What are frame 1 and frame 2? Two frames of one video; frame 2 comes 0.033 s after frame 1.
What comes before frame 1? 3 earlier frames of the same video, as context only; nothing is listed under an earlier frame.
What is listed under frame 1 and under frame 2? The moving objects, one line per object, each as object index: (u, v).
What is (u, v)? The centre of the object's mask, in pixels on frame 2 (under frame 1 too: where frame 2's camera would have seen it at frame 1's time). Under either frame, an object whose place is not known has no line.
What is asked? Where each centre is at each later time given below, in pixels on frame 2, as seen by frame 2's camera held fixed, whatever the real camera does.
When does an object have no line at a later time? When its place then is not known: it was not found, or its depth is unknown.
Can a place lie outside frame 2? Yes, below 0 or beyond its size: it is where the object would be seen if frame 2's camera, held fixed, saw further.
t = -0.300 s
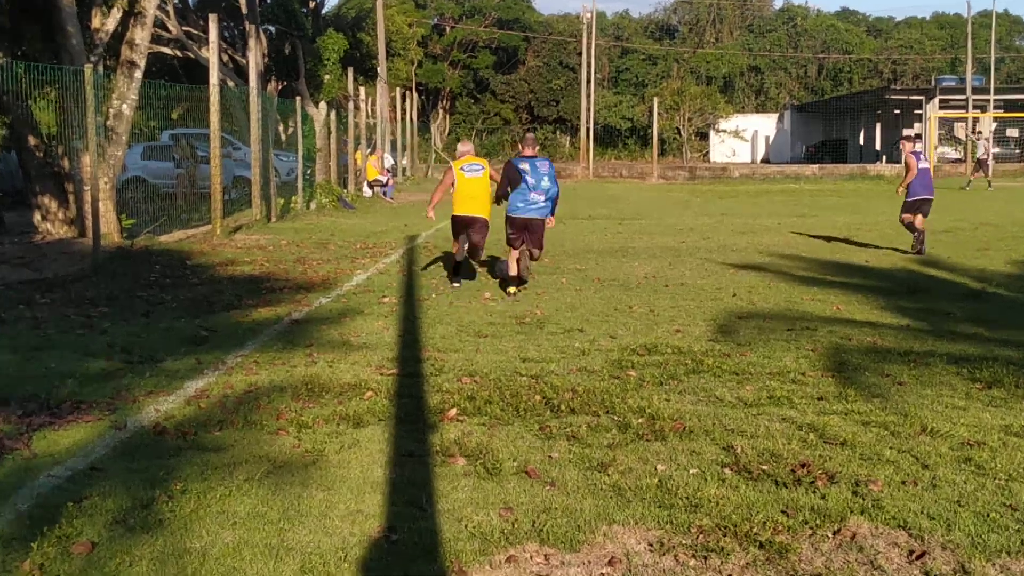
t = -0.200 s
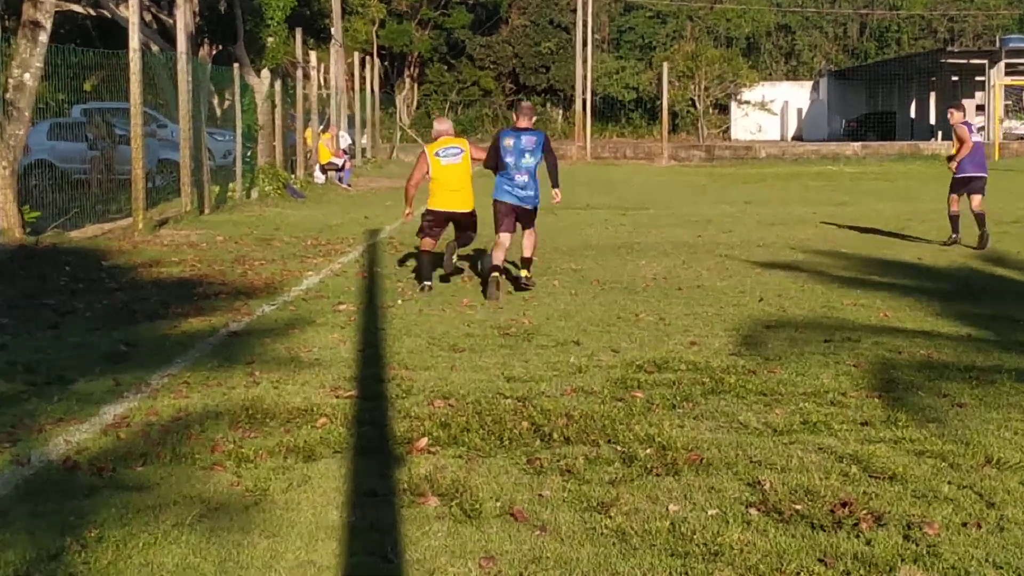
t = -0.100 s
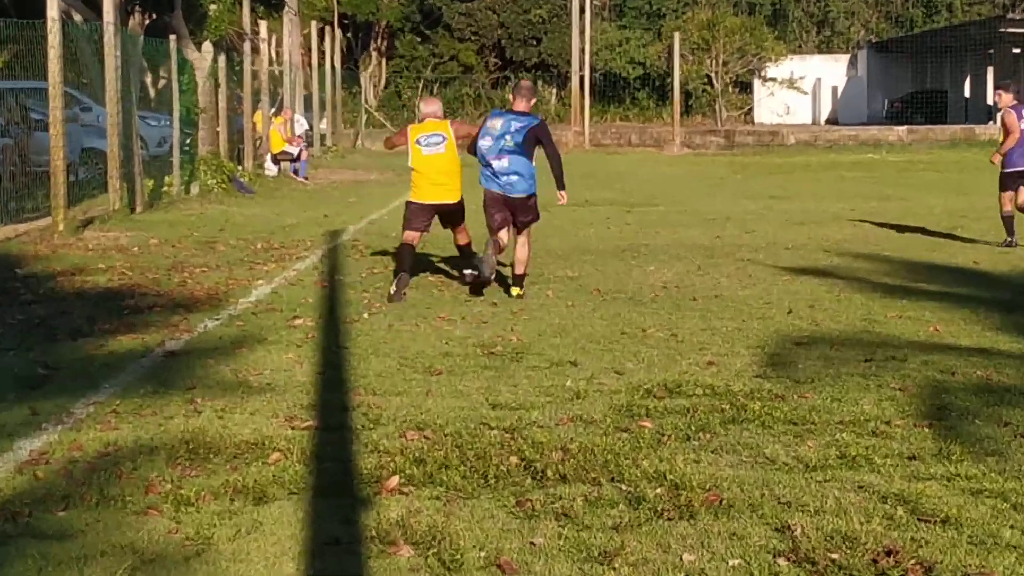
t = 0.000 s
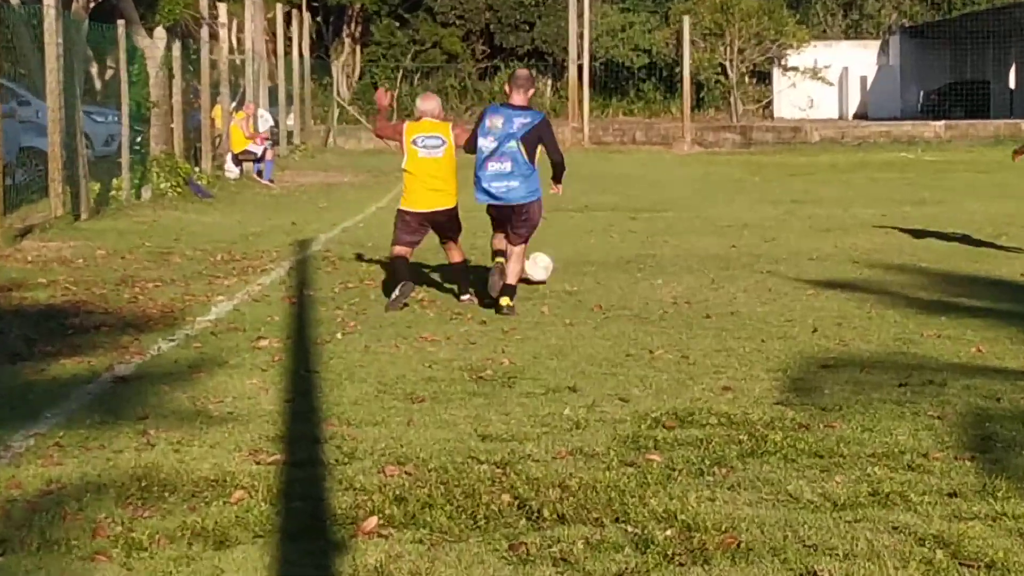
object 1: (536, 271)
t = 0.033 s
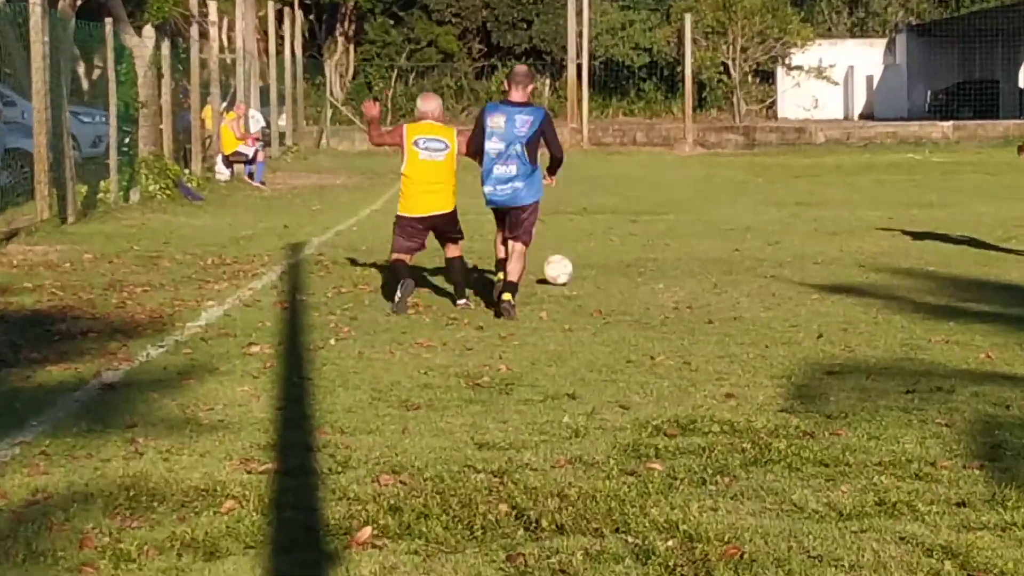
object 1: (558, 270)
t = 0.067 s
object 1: (580, 269)
